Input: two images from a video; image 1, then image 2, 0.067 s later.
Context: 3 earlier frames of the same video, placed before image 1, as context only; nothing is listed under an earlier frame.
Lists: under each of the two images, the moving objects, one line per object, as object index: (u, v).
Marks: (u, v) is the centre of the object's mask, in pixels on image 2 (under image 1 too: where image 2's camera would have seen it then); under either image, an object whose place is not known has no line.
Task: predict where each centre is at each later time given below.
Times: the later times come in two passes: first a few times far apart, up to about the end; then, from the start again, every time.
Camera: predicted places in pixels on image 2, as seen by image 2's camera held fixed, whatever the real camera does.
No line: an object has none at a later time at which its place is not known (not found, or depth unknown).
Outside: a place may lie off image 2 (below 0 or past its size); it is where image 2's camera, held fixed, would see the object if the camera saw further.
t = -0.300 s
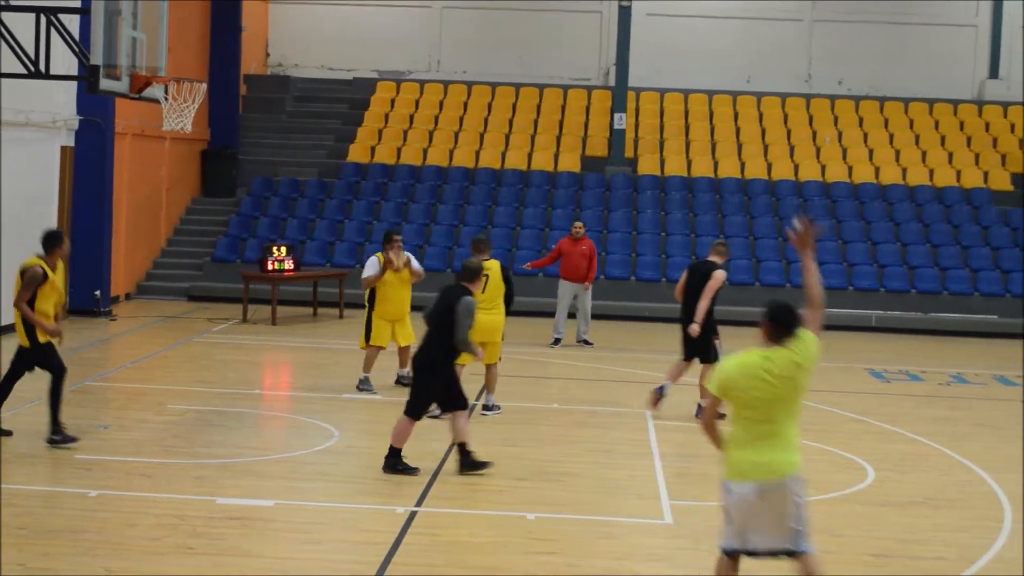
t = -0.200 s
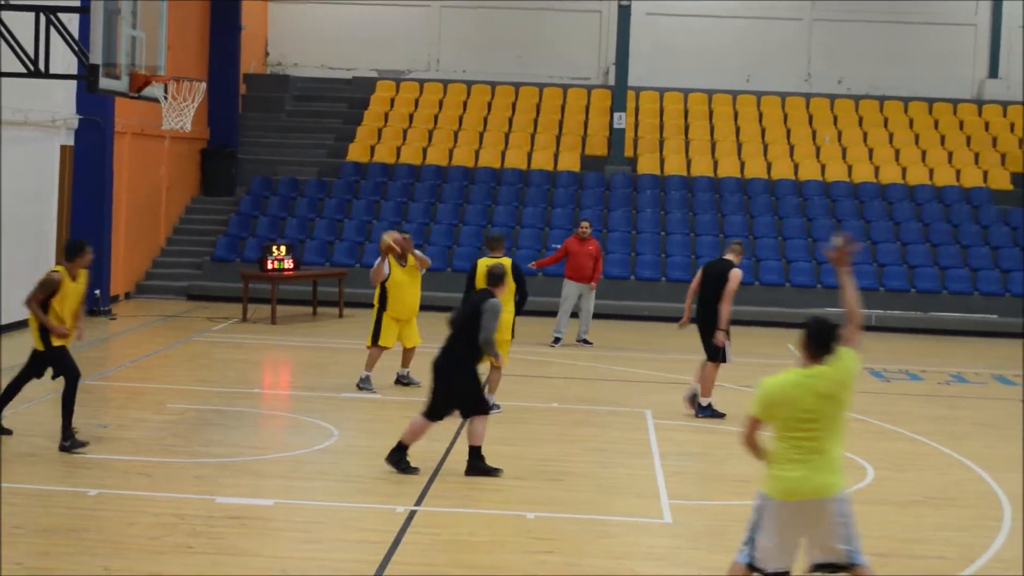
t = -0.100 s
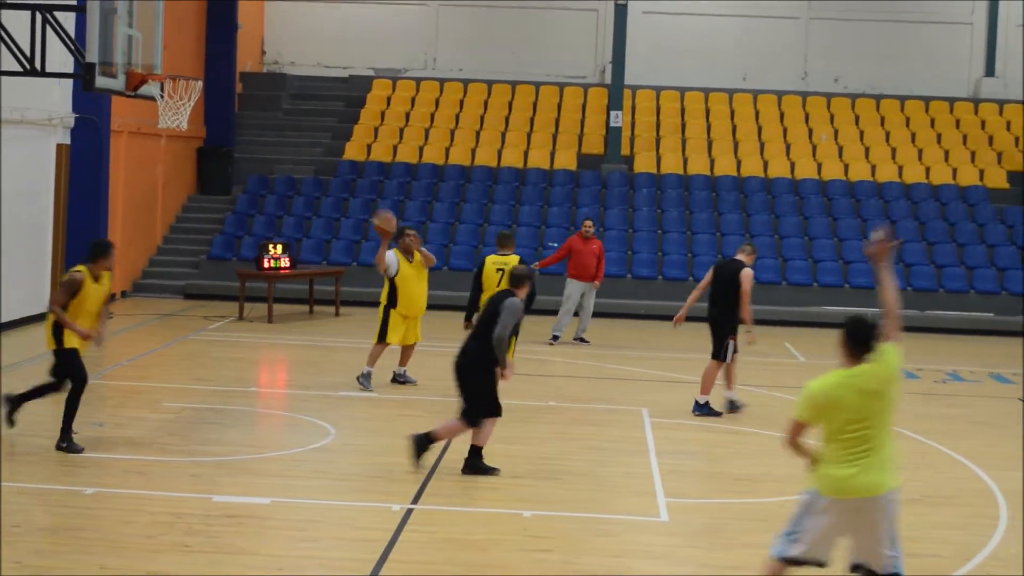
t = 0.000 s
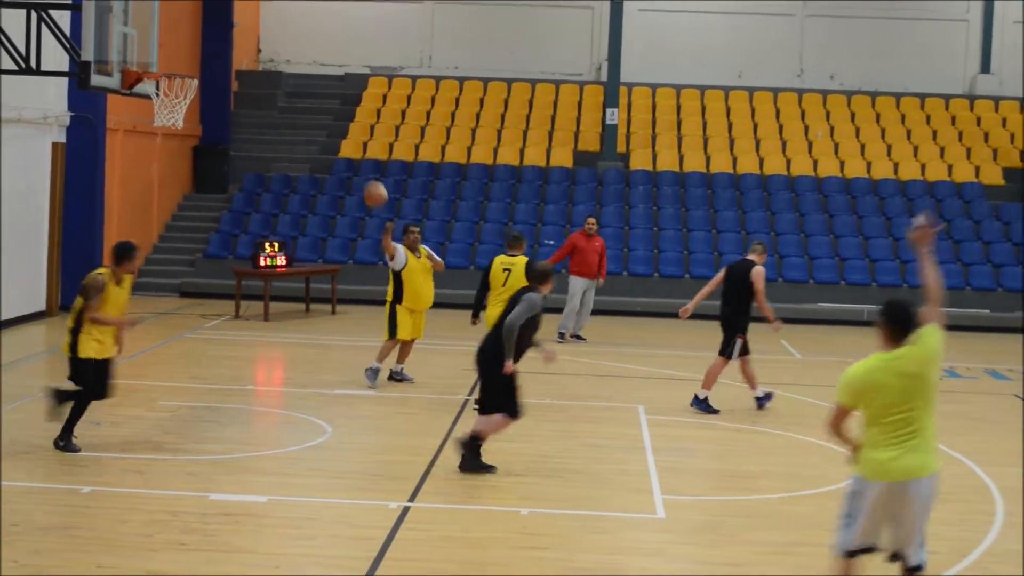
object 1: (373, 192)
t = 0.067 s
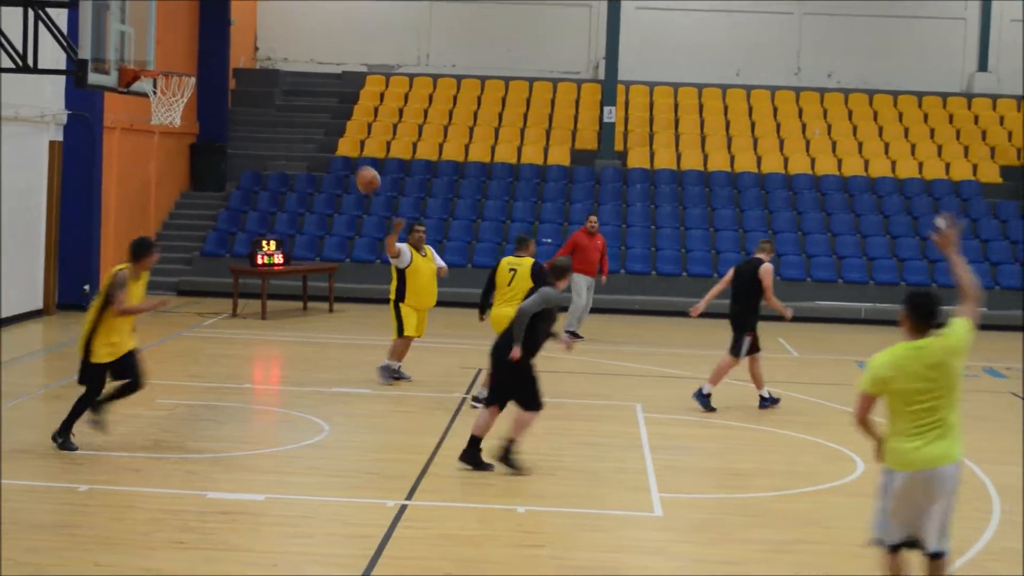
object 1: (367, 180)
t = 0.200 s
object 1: (357, 165)
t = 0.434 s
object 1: (333, 183)
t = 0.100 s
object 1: (365, 175)
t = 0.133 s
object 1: (362, 171)
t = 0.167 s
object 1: (360, 168)
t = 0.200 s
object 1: (357, 165)
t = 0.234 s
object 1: (353, 164)
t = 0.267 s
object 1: (350, 165)
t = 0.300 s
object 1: (347, 166)
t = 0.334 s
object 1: (344, 168)
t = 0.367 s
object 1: (340, 172)
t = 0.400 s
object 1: (337, 177)
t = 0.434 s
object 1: (333, 183)
